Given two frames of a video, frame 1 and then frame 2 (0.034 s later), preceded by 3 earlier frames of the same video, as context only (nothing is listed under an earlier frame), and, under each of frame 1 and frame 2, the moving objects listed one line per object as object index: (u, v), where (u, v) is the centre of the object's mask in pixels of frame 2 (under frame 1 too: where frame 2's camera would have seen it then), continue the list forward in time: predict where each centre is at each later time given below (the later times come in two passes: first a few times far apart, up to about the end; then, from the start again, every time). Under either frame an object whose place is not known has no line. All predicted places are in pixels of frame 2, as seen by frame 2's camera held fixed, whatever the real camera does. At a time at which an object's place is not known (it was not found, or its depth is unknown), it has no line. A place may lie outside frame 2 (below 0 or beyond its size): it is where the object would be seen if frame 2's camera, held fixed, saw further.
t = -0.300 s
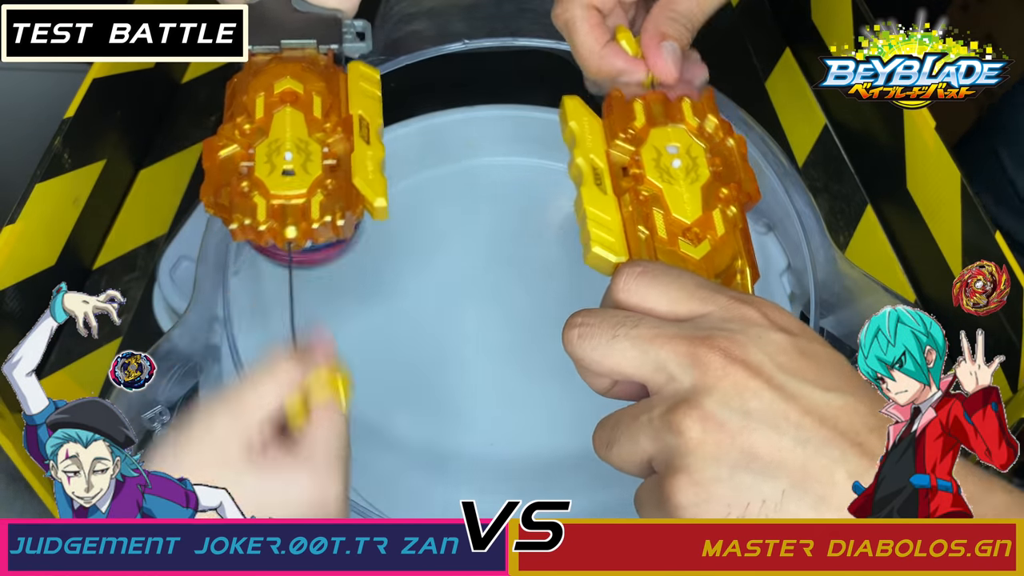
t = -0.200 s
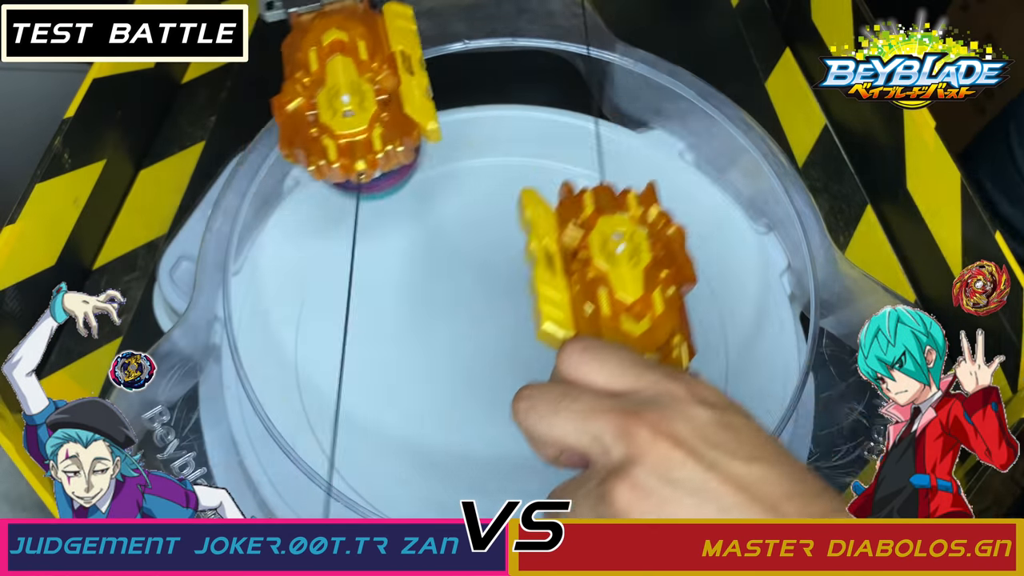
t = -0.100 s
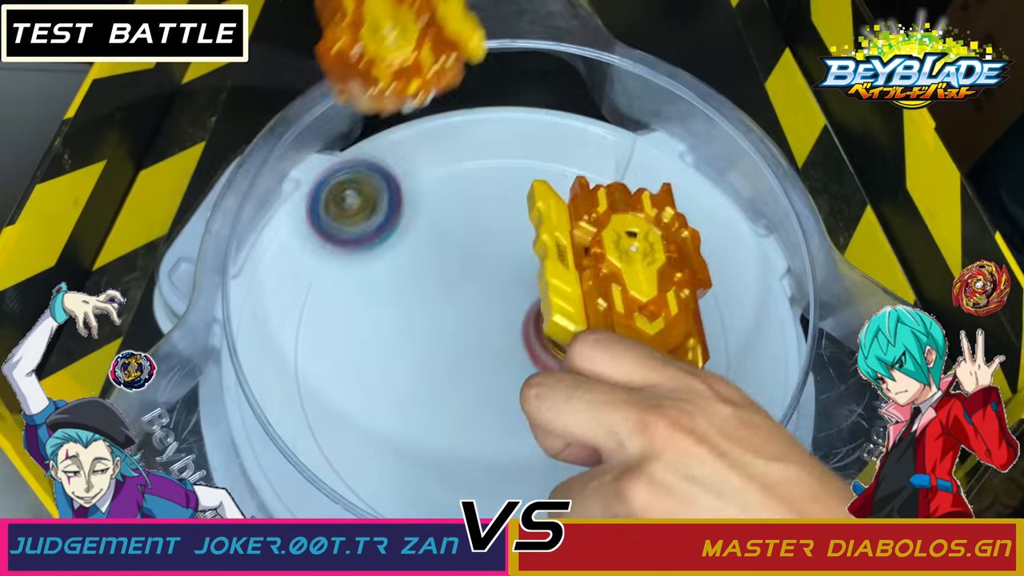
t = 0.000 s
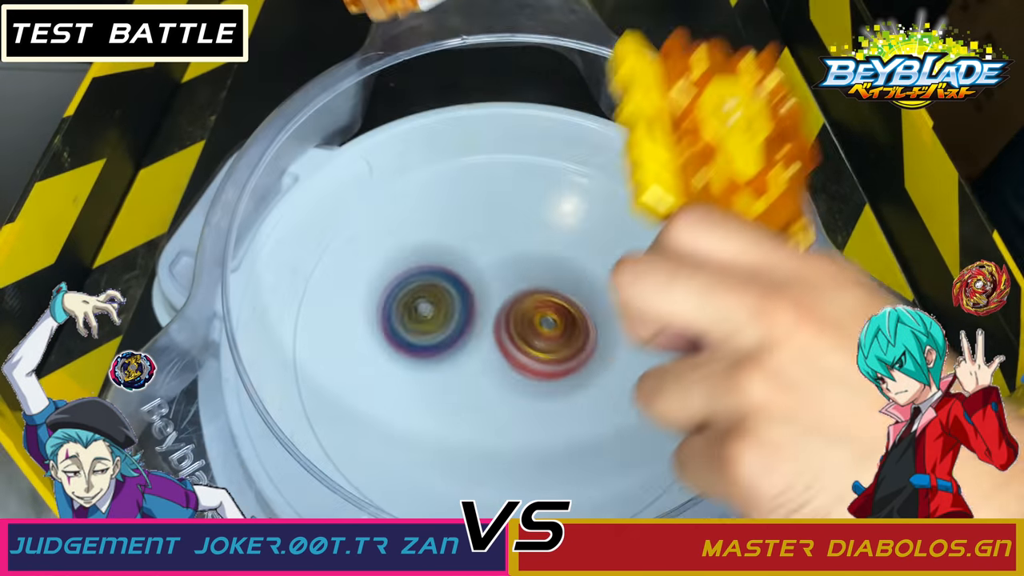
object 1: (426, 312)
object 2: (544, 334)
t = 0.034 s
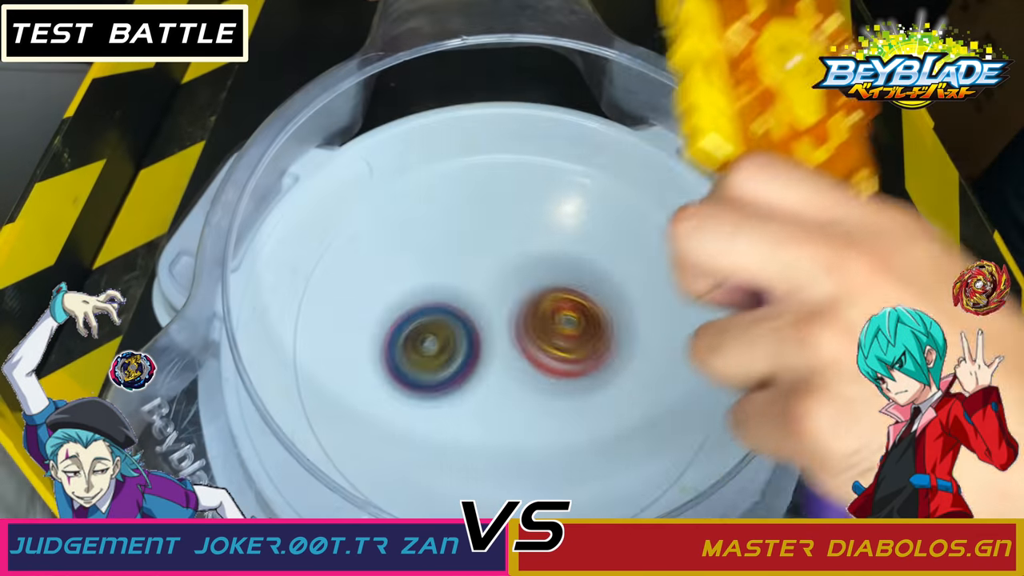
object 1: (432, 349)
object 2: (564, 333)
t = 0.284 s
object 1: (373, 463)
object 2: (788, 345)
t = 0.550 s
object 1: (555, 429)
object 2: (719, 365)
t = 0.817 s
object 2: (684, 206)
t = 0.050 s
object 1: (417, 357)
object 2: (592, 337)
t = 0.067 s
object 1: (403, 368)
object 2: (621, 344)
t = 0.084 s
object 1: (388, 382)
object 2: (647, 349)
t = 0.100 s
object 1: (374, 396)
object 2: (672, 348)
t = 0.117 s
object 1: (363, 406)
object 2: (694, 348)
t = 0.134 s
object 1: (354, 416)
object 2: (716, 347)
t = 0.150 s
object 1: (346, 427)
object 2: (735, 346)
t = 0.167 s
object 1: (343, 433)
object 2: (746, 343)
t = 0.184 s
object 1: (344, 438)
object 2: (754, 340)
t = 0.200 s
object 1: (346, 442)
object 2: (761, 339)
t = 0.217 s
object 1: (349, 448)
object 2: (765, 341)
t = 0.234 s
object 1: (343, 463)
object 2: (778, 344)
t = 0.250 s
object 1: (349, 466)
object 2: (783, 344)
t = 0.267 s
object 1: (357, 468)
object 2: (786, 344)
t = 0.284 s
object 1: (373, 463)
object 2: (788, 345)
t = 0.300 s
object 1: (381, 467)
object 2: (788, 347)
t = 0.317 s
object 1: (391, 469)
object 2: (787, 349)
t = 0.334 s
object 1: (402, 471)
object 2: (785, 351)
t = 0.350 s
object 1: (415, 472)
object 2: (781, 353)
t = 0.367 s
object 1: (429, 471)
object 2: (776, 355)
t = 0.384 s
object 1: (446, 468)
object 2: (769, 358)
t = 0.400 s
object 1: (464, 464)
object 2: (763, 361)
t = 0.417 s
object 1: (481, 460)
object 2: (754, 365)
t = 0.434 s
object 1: (500, 455)
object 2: (742, 369)
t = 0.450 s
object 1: (518, 450)
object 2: (734, 373)
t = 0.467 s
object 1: (537, 444)
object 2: (724, 378)
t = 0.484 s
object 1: (555, 437)
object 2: (712, 382)
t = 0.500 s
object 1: (573, 429)
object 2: (698, 387)
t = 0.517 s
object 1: (589, 422)
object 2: (684, 391)
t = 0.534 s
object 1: (573, 424)
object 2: (700, 377)
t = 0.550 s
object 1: (555, 429)
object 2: (719, 365)
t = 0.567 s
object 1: (534, 431)
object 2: (731, 350)
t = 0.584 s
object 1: (516, 433)
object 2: (736, 334)
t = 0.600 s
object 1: (497, 433)
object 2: (740, 320)
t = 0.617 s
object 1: (480, 432)
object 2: (742, 306)
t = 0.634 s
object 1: (463, 432)
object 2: (744, 297)
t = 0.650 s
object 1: (447, 431)
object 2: (745, 283)
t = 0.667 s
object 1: (433, 428)
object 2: (746, 272)
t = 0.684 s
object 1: (420, 425)
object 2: (745, 259)
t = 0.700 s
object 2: (740, 250)
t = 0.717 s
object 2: (734, 242)
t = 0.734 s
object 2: (726, 234)
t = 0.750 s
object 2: (719, 227)
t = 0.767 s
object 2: (711, 221)
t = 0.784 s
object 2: (702, 215)
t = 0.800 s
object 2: (693, 210)
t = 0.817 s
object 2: (684, 206)
